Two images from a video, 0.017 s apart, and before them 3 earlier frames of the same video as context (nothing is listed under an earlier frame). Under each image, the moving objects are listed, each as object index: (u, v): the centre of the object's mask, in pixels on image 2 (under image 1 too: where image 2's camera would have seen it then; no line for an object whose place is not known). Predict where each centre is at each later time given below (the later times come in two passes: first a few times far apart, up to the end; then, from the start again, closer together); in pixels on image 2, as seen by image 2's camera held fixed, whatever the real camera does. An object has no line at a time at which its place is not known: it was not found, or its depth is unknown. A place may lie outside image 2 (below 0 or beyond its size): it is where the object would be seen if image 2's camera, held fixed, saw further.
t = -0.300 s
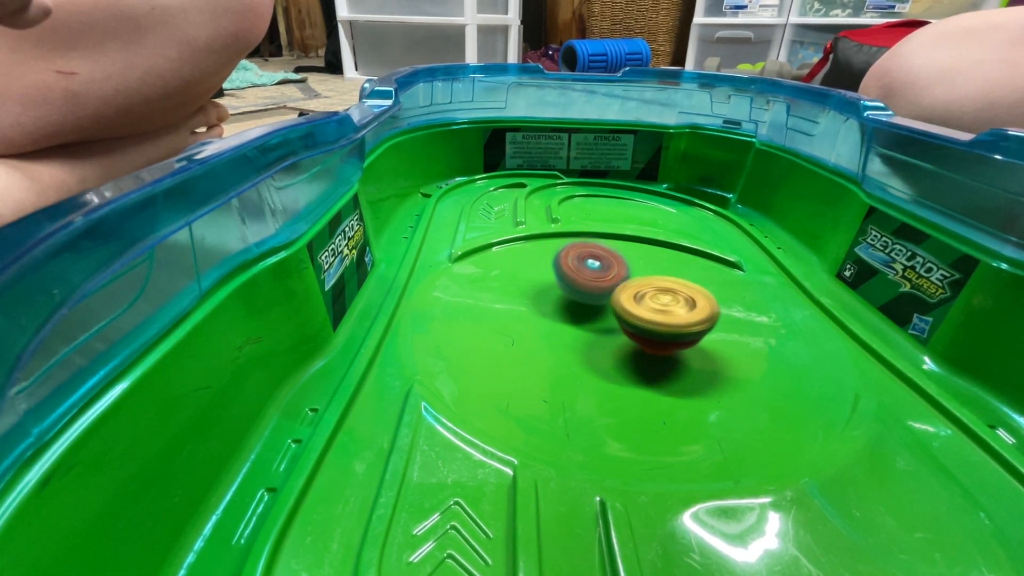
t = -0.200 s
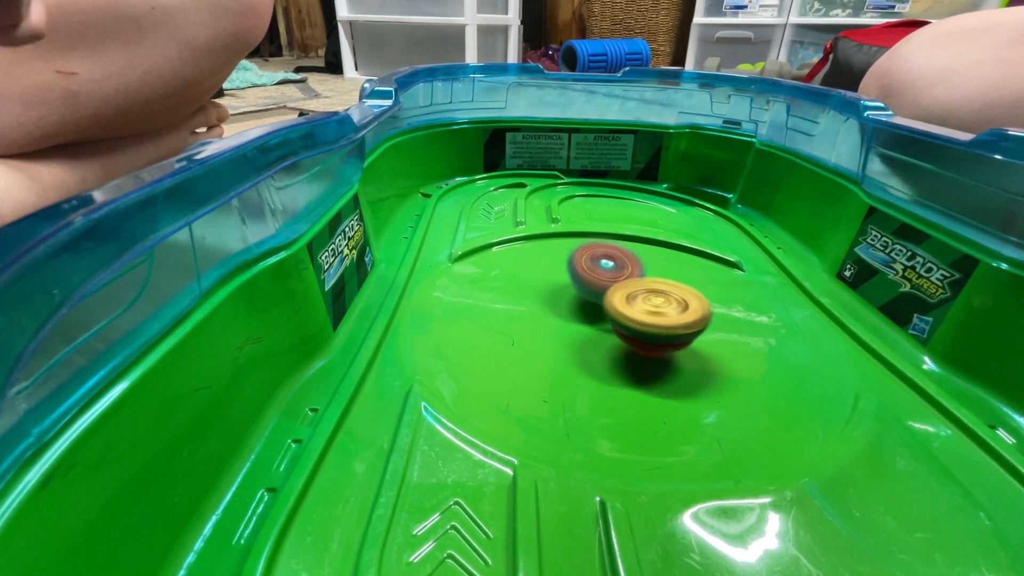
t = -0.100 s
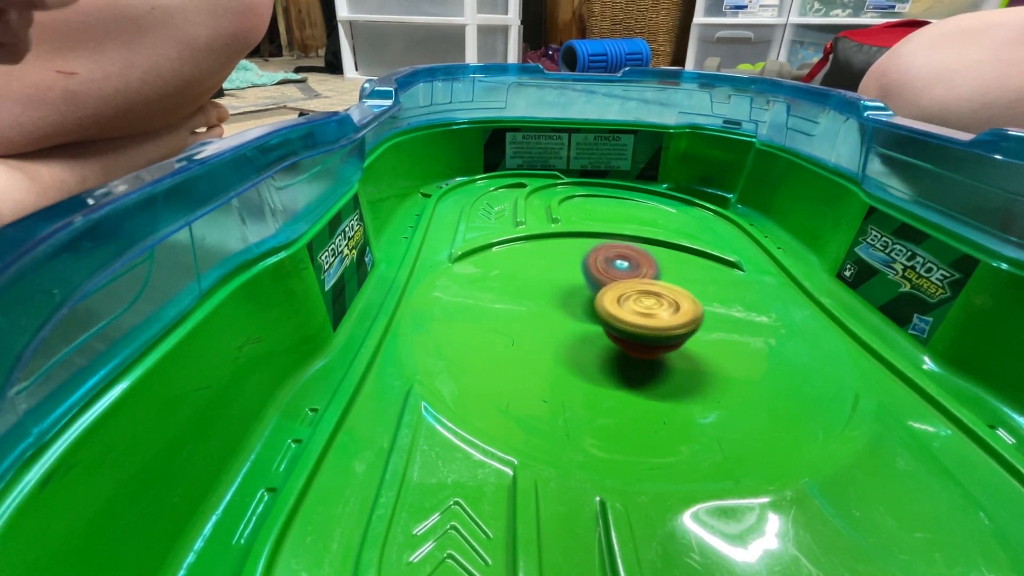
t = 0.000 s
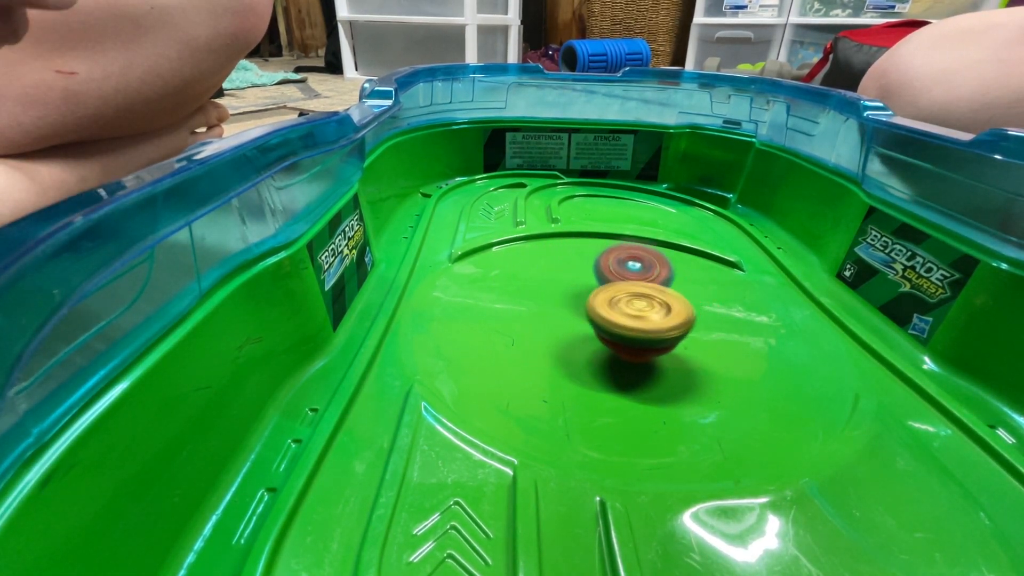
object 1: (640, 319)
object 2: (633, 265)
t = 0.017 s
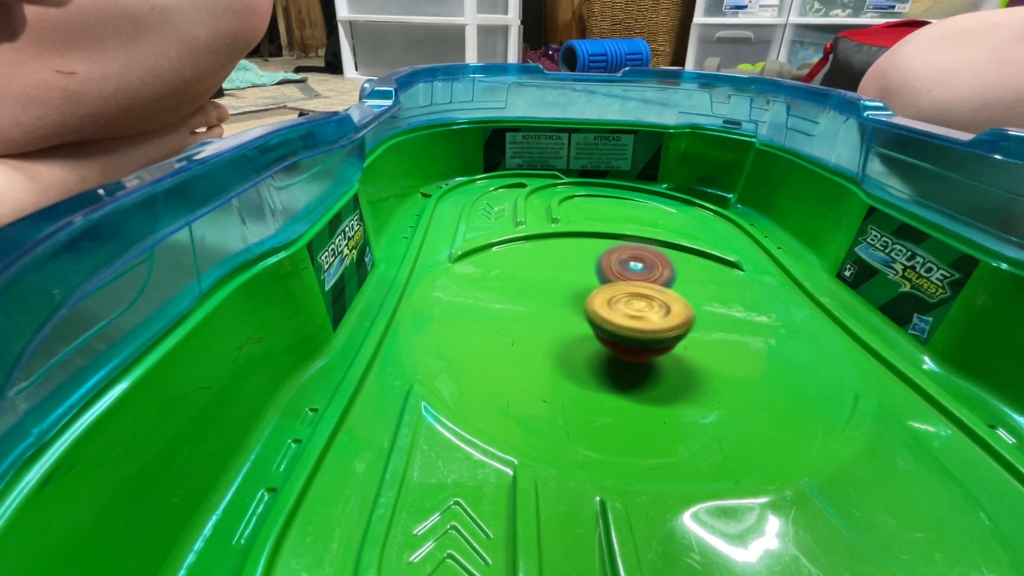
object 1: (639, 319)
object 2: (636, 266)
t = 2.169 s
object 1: (620, 276)
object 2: (559, 324)
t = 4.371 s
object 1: (605, 350)
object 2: (572, 268)
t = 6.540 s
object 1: (649, 394)
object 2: (564, 231)
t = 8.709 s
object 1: (682, 269)
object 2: (543, 282)
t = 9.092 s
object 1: (672, 282)
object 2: (539, 285)
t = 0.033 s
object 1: (638, 319)
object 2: (638, 266)
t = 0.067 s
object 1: (635, 320)
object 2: (642, 267)
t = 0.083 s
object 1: (634, 320)
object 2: (644, 267)
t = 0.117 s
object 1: (632, 320)
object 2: (649, 269)
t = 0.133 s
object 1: (630, 321)
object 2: (651, 269)
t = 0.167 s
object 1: (627, 320)
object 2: (656, 271)
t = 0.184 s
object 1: (625, 320)
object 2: (658, 272)
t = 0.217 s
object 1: (622, 320)
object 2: (663, 275)
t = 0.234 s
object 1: (621, 321)
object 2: (665, 276)
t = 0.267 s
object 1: (617, 321)
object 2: (669, 279)
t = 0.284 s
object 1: (616, 321)
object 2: (671, 280)
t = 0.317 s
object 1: (612, 321)
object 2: (674, 283)
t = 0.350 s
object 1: (609, 320)
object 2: (678, 286)
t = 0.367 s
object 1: (608, 320)
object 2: (679, 287)
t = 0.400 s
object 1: (605, 319)
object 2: (681, 290)
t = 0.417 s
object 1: (603, 318)
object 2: (682, 291)
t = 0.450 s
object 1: (599, 318)
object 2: (684, 294)
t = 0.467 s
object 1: (598, 317)
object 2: (684, 295)
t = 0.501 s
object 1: (594, 317)
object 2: (685, 297)
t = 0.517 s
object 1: (592, 316)
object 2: (686, 298)
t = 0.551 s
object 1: (590, 316)
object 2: (687, 301)
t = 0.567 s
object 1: (589, 316)
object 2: (688, 302)
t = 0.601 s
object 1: (587, 315)
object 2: (689, 304)
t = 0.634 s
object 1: (585, 315)
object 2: (690, 307)
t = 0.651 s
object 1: (585, 314)
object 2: (691, 308)
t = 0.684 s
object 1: (583, 314)
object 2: (692, 310)
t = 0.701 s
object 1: (583, 313)
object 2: (692, 312)
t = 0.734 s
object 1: (581, 313)
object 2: (693, 314)
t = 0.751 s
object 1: (581, 313)
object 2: (693, 316)
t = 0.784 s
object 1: (580, 312)
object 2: (693, 318)
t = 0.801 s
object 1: (580, 312)
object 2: (693, 319)
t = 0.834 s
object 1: (580, 311)
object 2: (693, 321)
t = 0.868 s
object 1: (580, 311)
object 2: (693, 324)
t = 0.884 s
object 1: (580, 310)
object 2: (693, 325)
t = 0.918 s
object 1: (581, 310)
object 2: (692, 327)
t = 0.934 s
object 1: (581, 309)
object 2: (692, 329)
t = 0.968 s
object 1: (582, 308)
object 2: (691, 331)
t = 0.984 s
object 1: (582, 307)
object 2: (690, 333)
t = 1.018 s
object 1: (578, 306)
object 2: (691, 336)
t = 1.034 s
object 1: (577, 304)
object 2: (690, 337)
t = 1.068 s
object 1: (574, 302)
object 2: (687, 339)
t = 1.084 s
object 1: (574, 301)
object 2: (685, 341)
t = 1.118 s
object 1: (572, 301)
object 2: (683, 343)
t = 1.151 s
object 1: (571, 300)
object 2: (679, 345)
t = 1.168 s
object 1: (571, 299)
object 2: (677, 345)
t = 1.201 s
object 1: (571, 298)
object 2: (673, 347)
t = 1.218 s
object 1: (571, 298)
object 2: (671, 348)
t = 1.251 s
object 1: (571, 297)
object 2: (667, 349)
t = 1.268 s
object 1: (572, 296)
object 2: (665, 350)
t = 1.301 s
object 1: (572, 295)
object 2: (659, 351)
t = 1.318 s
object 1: (573, 295)
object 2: (657, 351)
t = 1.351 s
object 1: (575, 294)
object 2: (652, 352)
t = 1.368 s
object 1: (575, 294)
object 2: (649, 353)
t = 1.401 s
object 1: (577, 293)
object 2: (643, 353)
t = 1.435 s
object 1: (579, 292)
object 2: (637, 353)
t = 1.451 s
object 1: (579, 291)
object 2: (634, 353)
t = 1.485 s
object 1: (581, 290)
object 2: (629, 354)
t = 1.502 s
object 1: (581, 289)
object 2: (626, 354)
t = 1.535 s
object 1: (583, 287)
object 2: (620, 354)
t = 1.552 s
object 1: (584, 286)
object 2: (617, 353)
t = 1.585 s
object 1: (585, 284)
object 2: (612, 352)
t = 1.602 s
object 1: (586, 283)
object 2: (611, 353)
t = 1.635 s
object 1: (588, 282)
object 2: (607, 352)
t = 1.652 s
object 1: (589, 282)
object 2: (605, 351)
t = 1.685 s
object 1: (591, 281)
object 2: (600, 350)
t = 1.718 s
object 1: (592, 279)
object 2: (597, 348)
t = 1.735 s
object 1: (593, 280)
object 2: (595, 348)
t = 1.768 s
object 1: (595, 279)
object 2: (591, 347)
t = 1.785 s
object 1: (595, 278)
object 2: (589, 346)
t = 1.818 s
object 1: (597, 277)
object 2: (585, 344)
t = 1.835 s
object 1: (598, 278)
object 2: (584, 344)
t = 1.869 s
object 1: (599, 278)
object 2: (581, 342)
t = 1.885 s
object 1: (600, 278)
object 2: (580, 341)
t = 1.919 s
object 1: (602, 277)
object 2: (578, 339)
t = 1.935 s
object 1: (603, 278)
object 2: (577, 338)
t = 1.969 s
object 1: (605, 277)
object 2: (575, 336)
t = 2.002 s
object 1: (607, 278)
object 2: (573, 334)
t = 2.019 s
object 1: (608, 278)
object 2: (571, 332)
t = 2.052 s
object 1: (610, 278)
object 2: (570, 330)
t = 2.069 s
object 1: (611, 278)
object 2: (569, 329)
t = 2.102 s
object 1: (613, 278)
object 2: (568, 327)
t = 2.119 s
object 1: (614, 278)
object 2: (567, 326)
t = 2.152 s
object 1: (619, 277)
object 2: (562, 325)
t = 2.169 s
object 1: (620, 276)
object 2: (559, 324)
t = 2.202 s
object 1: (622, 275)
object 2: (555, 323)
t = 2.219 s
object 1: (622, 275)
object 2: (555, 322)
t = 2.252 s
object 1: (624, 275)
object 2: (554, 319)
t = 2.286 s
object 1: (626, 275)
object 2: (553, 317)
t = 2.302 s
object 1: (626, 275)
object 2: (554, 316)
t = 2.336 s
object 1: (629, 276)
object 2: (555, 314)
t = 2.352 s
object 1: (629, 277)
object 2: (556, 313)
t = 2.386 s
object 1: (631, 278)
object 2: (557, 311)
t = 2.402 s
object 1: (633, 278)
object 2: (558, 310)
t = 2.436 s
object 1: (644, 278)
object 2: (553, 310)
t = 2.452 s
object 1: (648, 277)
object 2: (551, 310)
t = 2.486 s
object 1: (654, 275)
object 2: (550, 308)
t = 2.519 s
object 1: (657, 275)
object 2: (550, 307)
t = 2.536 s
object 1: (659, 274)
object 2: (551, 306)
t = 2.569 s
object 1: (662, 275)
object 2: (554, 305)
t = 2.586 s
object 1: (663, 275)
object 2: (555, 305)
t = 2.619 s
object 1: (666, 277)
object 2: (558, 303)
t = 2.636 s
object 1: (668, 277)
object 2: (560, 303)
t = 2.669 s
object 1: (672, 279)
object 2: (562, 301)
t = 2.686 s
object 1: (673, 279)
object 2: (564, 301)
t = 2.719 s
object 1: (677, 281)
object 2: (567, 299)
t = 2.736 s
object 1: (678, 281)
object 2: (569, 298)
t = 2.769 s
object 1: (680, 283)
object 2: (572, 297)
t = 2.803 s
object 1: (682, 285)
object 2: (576, 296)
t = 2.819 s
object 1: (683, 285)
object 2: (577, 295)
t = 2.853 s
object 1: (684, 288)
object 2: (580, 294)
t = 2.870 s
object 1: (684, 288)
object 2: (582, 293)
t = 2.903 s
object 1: (686, 290)
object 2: (585, 292)
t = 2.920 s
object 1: (692, 291)
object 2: (582, 291)
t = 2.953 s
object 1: (701, 294)
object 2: (578, 289)
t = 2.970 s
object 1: (704, 295)
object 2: (577, 287)
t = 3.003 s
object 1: (708, 296)
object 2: (577, 286)
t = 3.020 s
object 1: (709, 297)
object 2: (577, 286)
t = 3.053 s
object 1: (711, 299)
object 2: (580, 287)
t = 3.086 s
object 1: (711, 301)
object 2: (582, 286)
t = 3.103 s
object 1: (711, 302)
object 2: (583, 287)
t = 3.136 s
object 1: (712, 305)
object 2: (585, 287)
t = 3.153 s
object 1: (712, 306)
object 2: (587, 287)
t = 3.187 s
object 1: (712, 309)
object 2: (589, 287)
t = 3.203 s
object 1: (711, 310)
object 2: (590, 288)
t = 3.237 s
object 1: (710, 312)
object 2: (592, 288)
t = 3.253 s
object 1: (709, 313)
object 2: (594, 288)
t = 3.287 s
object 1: (706, 316)
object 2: (596, 289)
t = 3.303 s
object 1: (705, 317)
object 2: (597, 289)
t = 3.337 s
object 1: (701, 319)
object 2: (600, 290)
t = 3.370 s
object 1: (697, 321)
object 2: (602, 291)
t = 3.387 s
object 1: (695, 322)
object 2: (603, 291)
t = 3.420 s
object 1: (702, 328)
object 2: (597, 285)
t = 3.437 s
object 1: (712, 334)
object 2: (590, 281)
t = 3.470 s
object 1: (727, 343)
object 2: (582, 275)
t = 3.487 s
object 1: (733, 346)
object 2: (580, 273)
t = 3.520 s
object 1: (740, 349)
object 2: (577, 271)
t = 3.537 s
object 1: (742, 351)
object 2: (577, 272)
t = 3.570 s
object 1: (744, 353)
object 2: (575, 272)
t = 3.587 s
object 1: (743, 354)
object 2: (575, 272)
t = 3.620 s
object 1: (740, 357)
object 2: (574, 272)
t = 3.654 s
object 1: (735, 359)
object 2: (573, 273)
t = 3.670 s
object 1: (734, 360)
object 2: (573, 273)
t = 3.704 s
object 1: (729, 363)
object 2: (572, 274)
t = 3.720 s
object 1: (727, 365)
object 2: (572, 274)
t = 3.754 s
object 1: (721, 366)
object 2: (571, 276)
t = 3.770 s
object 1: (718, 367)
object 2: (571, 276)
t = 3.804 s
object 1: (712, 368)
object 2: (571, 277)
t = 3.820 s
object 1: (708, 369)
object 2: (571, 278)
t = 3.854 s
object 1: (700, 369)
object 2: (571, 278)
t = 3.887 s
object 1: (691, 368)
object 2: (571, 280)
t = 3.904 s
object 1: (687, 368)
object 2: (571, 280)
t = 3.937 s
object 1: (677, 366)
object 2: (571, 282)
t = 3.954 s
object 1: (673, 365)
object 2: (571, 282)
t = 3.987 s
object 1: (662, 363)
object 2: (571, 284)
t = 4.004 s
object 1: (657, 362)
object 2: (571, 284)
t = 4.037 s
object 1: (648, 359)
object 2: (572, 285)
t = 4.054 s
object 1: (643, 358)
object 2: (572, 286)
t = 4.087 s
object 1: (634, 354)
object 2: (573, 288)
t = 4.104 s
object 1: (630, 352)
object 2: (572, 288)
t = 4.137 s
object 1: (622, 348)
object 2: (572, 288)
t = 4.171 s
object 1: (615, 344)
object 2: (572, 287)
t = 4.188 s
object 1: (611, 342)
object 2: (571, 286)
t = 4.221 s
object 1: (608, 347)
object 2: (572, 283)
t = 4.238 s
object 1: (607, 349)
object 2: (571, 279)
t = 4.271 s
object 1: (607, 353)
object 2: (571, 272)
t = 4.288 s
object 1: (607, 353)
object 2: (571, 270)
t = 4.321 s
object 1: (607, 353)
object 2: (572, 268)
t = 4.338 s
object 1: (607, 352)
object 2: (572, 268)
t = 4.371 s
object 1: (605, 350)
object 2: (572, 268)
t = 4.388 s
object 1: (604, 348)
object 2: (571, 267)
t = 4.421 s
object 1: (601, 345)
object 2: (571, 268)
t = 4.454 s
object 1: (596, 342)
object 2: (571, 267)
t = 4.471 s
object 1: (595, 340)
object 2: (571, 267)
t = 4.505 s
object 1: (591, 337)
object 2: (571, 267)
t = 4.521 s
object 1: (590, 335)
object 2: (571, 266)
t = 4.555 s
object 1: (586, 332)
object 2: (571, 265)
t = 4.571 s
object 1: (586, 330)
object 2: (571, 265)
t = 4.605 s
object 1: (583, 326)
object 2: (571, 264)
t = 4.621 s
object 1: (583, 325)
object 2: (572, 264)
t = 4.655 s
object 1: (582, 321)
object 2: (572, 263)
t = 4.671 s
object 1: (582, 320)
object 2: (573, 262)
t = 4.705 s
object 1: (582, 317)
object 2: (574, 261)
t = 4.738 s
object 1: (582, 313)
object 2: (576, 260)
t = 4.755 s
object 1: (583, 312)
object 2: (576, 260)
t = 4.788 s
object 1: (581, 316)
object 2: (580, 258)
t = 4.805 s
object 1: (582, 320)
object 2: (581, 257)
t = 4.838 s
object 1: (583, 324)
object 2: (585, 257)
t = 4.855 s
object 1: (586, 326)
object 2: (586, 257)
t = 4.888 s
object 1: (589, 327)
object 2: (588, 257)
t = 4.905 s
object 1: (591, 327)
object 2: (588, 257)
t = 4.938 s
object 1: (594, 327)
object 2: (591, 257)
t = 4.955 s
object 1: (595, 327)
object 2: (591, 258)
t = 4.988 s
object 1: (597, 327)
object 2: (594, 258)
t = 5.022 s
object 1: (598, 326)
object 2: (596, 258)
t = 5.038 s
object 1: (599, 326)
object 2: (596, 259)
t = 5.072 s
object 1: (600, 326)
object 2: (599, 259)
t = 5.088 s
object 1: (600, 325)
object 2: (600, 259)
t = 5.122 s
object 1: (601, 325)
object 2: (601, 260)
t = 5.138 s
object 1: (601, 324)
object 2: (602, 261)
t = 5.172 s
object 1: (603, 324)
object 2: (604, 261)
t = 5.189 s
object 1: (603, 323)
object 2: (605, 262)
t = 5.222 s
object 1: (604, 322)
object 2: (607, 263)
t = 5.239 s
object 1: (605, 322)
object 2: (608, 264)
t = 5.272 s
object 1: (606, 321)
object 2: (609, 265)
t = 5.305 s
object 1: (607, 320)
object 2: (611, 266)
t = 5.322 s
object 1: (608, 320)
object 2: (611, 267)
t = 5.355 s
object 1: (608, 319)
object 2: (613, 268)
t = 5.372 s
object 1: (608, 319)
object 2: (614, 269)
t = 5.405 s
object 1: (603, 327)
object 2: (618, 269)
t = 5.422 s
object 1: (599, 335)
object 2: (623, 270)
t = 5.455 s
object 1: (594, 346)
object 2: (629, 265)
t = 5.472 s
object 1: (592, 350)
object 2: (632, 263)
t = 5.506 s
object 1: (593, 358)
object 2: (634, 263)
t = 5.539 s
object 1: (595, 362)
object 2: (633, 263)
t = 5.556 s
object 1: (594, 362)
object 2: (633, 263)
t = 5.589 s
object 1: (594, 365)
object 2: (633, 264)
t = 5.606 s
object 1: (594, 366)
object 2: (633, 263)
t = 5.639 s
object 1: (590, 367)
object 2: (632, 265)
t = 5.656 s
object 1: (588, 367)
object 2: (631, 265)
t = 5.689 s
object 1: (586, 368)
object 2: (632, 266)
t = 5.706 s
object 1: (584, 368)
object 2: (631, 268)
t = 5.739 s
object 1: (581, 369)
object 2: (629, 268)
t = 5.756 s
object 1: (580, 369)
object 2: (630, 269)
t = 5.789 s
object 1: (577, 368)
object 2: (629, 270)
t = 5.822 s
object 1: (575, 367)
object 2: (626, 271)
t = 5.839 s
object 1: (575, 367)
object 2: (627, 272)
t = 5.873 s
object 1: (574, 366)
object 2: (625, 274)
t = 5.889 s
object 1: (574, 365)
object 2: (623, 274)
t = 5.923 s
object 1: (573, 363)
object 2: (622, 276)
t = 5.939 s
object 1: (573, 361)
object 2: (620, 277)
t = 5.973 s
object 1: (573, 359)
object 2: (618, 278)
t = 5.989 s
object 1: (574, 357)
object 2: (618, 279)
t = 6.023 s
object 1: (574, 354)
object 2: (614, 281)
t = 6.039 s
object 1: (575, 353)
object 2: (614, 281)
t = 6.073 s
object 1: (577, 350)
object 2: (611, 283)
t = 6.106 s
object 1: (579, 346)
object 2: (608, 284)
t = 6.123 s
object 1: (579, 345)
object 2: (607, 283)
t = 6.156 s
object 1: (582, 342)
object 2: (606, 283)
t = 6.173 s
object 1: (585, 341)
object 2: (603, 282)
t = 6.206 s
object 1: (588, 338)
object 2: (601, 281)
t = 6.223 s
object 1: (590, 337)
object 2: (599, 281)
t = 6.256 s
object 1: (595, 333)
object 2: (594, 280)
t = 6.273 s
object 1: (597, 332)
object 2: (593, 279)
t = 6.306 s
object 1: (602, 330)
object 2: (587, 278)
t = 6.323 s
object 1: (601, 339)
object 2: (587, 276)
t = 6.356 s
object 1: (607, 357)
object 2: (590, 266)
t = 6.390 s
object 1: (616, 374)
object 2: (589, 255)
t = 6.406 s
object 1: (621, 380)
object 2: (587, 251)
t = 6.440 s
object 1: (631, 387)
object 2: (581, 243)
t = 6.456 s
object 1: (636, 390)
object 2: (578, 240)
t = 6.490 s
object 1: (642, 392)
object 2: (571, 235)
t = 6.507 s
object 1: (644, 393)
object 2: (567, 233)
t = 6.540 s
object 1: (649, 394)
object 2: (564, 231)
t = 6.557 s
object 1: (652, 394)
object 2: (565, 231)
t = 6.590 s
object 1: (653, 395)
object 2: (564, 230)
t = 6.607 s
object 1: (651, 395)
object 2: (563, 229)
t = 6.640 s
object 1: (651, 395)
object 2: (564, 229)
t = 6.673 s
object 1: (652, 394)
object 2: (564, 230)
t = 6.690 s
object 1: (653, 394)
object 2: (566, 231)
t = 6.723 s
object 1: (653, 393)
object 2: (567, 232)
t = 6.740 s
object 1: (653, 393)
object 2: (567, 232)
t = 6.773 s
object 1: (653, 391)
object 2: (568, 233)
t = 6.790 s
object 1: (654, 390)
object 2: (569, 235)
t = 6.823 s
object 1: (653, 388)
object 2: (570, 236)
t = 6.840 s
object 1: (652, 386)
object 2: (570, 235)
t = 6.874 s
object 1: (652, 383)
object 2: (571, 237)
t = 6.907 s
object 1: (651, 380)
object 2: (573, 238)
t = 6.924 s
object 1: (651, 377)
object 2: (574, 240)
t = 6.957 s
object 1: (652, 374)
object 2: (575, 243)
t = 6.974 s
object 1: (653, 372)
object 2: (576, 243)
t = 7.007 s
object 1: (654, 369)
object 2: (578, 247)
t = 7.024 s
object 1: (654, 366)
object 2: (578, 249)
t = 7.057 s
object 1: (655, 362)
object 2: (580, 253)
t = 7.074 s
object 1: (657, 360)
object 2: (581, 254)
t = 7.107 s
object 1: (660, 356)
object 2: (584, 260)
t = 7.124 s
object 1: (660, 353)
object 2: (585, 263)
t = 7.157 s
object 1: (663, 349)
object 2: (588, 271)
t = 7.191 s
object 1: (666, 345)
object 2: (593, 278)
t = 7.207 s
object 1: (668, 344)
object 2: (596, 281)
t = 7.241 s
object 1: (672, 341)
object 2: (600, 288)
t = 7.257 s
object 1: (674, 339)
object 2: (601, 292)
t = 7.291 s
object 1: (683, 337)
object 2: (604, 297)
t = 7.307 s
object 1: (697, 346)
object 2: (604, 289)
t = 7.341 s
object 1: (731, 361)
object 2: (596, 280)
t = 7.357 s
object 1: (751, 370)
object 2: (595, 276)
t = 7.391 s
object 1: (784, 377)
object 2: (591, 270)
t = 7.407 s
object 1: (799, 380)
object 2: (591, 268)
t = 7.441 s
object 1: (823, 386)
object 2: (588, 266)
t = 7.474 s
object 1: (825, 385)
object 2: (586, 266)
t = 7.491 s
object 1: (817, 379)
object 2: (587, 266)
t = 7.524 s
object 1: (804, 372)
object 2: (584, 265)
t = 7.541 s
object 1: (799, 371)
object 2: (583, 265)
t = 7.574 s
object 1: (789, 367)
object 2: (583, 264)
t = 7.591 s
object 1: (784, 365)
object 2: (581, 264)
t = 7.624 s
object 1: (777, 364)
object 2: (580, 264)
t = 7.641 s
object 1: (774, 364)
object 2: (579, 263)
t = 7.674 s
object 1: (770, 365)
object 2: (578, 263)
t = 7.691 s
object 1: (769, 364)
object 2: (579, 262)
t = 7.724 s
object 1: (765, 365)
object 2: (578, 262)
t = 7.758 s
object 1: (759, 364)
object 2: (577, 263)
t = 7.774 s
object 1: (756, 363)
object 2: (578, 262)
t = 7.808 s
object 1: (748, 362)
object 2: (577, 262)
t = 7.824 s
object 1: (743, 362)
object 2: (577, 263)
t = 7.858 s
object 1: (735, 360)
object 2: (577, 263)
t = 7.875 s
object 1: (730, 358)
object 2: (577, 264)
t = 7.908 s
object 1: (722, 356)
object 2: (577, 264)
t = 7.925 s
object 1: (719, 355)
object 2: (576, 265)
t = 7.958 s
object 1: (712, 352)
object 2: (576, 265)
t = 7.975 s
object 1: (709, 351)
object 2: (575, 266)
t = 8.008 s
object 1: (703, 347)
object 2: (574, 267)
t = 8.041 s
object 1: (697, 342)
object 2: (575, 268)
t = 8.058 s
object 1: (693, 340)
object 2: (574, 268)
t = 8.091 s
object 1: (688, 336)
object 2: (573, 270)
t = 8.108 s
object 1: (685, 332)
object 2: (573, 269)
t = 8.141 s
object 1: (679, 326)
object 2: (571, 272)
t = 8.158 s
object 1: (678, 324)
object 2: (572, 272)
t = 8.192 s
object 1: (674, 318)
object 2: (570, 273)
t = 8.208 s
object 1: (672, 314)
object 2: (570, 274)
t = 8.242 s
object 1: (670, 311)
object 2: (568, 275)
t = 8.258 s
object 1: (669, 307)
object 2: (568, 276)
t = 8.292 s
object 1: (667, 301)
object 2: (567, 277)
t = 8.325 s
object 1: (666, 298)
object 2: (564, 278)
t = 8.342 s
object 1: (667, 295)
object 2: (564, 279)
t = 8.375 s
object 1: (666, 289)
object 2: (562, 279)
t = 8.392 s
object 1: (666, 287)
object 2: (560, 280)
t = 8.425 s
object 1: (668, 284)
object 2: (560, 281)
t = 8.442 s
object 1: (669, 282)
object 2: (557, 281)
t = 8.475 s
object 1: (669, 278)
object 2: (555, 282)
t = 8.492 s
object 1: (671, 277)
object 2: (554, 282)
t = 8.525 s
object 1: (673, 276)
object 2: (551, 282)
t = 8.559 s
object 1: (674, 273)
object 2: (551, 283)
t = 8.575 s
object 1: (674, 272)
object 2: (548, 282)
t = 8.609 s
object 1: (677, 270)
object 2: (547, 283)
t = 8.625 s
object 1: (677, 270)
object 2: (546, 282)
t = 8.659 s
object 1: (680, 270)
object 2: (544, 282)
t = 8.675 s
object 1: (681, 269)
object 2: (545, 282)
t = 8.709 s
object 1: (682, 269)
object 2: (543, 282)
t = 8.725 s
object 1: (683, 269)
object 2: (543, 282)
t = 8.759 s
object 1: (684, 269)
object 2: (541, 282)
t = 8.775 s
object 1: (685, 269)
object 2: (541, 282)
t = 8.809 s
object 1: (686, 269)
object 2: (540, 282)
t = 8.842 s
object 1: (686, 270)
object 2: (539, 282)
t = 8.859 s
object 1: (687, 271)
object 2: (540, 283)
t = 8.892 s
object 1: (686, 272)
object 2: (539, 282)
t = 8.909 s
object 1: (685, 273)
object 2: (539, 283)
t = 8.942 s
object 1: (685, 275)
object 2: (539, 283)
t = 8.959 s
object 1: (684, 275)
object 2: (537, 283)
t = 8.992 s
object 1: (681, 277)
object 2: (539, 284)
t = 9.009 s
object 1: (680, 278)
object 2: (538, 283)
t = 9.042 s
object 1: (677, 280)
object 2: (538, 285)
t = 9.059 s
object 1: (676, 280)
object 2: (539, 284)
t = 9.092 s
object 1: (672, 282)
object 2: (539, 285)
